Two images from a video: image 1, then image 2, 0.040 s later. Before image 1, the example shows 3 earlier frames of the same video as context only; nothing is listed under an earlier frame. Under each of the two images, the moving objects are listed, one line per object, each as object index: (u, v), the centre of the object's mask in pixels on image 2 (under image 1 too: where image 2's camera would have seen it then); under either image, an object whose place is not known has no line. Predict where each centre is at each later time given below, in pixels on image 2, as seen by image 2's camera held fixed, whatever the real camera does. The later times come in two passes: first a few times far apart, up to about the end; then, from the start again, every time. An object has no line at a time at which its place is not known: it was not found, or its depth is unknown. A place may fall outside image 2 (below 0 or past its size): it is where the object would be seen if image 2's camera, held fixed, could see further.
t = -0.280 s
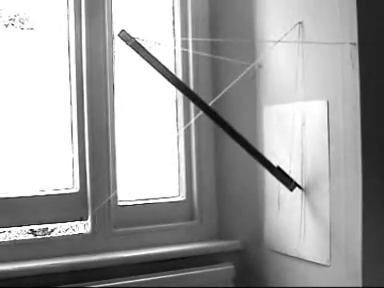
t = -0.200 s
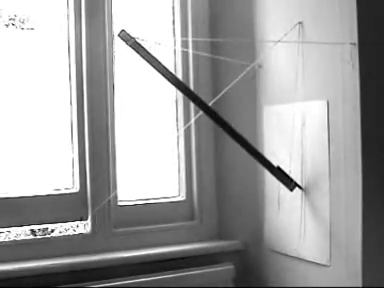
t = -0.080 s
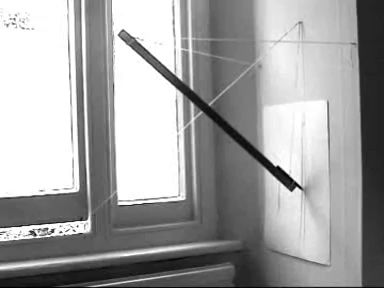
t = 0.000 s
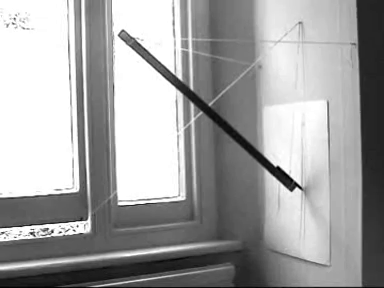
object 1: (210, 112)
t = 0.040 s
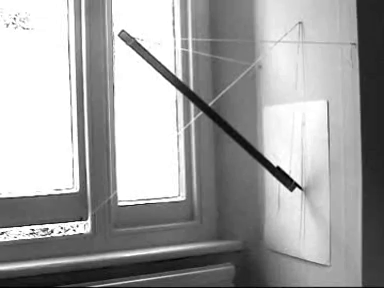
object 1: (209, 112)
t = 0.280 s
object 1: (209, 112)
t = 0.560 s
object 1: (210, 112)
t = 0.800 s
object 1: (210, 112)
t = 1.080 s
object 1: (209, 112)
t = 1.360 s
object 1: (209, 113)
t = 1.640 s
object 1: (210, 113)
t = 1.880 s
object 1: (209, 112)
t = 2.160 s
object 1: (210, 113)
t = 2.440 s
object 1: (210, 113)
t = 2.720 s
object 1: (211, 91)
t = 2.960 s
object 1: (219, 81)
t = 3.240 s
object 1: (219, 81)
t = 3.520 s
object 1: (219, 81)
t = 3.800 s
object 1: (218, 81)
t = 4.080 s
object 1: (218, 80)
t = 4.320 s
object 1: (218, 80)
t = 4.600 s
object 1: (217, 81)
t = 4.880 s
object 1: (210, 91)
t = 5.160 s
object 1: (211, 92)
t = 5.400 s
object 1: (210, 92)
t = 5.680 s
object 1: (211, 92)
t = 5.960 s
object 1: (211, 92)
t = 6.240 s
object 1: (211, 92)
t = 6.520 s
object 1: (211, 92)
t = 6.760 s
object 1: (211, 91)
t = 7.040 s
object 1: (211, 91)
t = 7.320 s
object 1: (211, 91)
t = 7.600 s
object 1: (211, 91)
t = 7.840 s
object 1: (211, 91)
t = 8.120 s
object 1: (211, 91)
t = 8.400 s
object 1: (211, 95)
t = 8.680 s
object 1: (210, 125)
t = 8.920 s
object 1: (211, 141)
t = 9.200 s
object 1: (211, 144)
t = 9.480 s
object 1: (210, 144)
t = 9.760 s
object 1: (210, 144)
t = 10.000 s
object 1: (210, 144)
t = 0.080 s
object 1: (210, 112)
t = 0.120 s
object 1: (209, 112)
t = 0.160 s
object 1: (209, 112)
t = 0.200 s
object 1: (210, 112)
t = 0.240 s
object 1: (209, 112)
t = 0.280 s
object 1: (209, 112)
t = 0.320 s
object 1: (209, 112)
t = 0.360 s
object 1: (209, 112)
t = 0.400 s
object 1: (209, 112)
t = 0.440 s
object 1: (210, 112)
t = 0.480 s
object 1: (210, 112)
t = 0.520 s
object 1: (210, 112)
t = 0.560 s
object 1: (210, 112)
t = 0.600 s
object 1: (209, 112)
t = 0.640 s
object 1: (210, 112)
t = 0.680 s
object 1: (210, 112)
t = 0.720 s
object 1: (210, 112)
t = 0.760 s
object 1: (210, 112)
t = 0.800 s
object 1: (210, 112)
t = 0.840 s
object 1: (210, 113)
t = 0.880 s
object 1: (210, 113)
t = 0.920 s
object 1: (210, 113)
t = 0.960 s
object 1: (209, 112)
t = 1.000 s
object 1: (209, 112)
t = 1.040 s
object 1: (209, 112)
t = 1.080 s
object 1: (209, 112)
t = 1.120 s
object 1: (209, 112)
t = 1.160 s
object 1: (209, 112)
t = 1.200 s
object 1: (209, 112)
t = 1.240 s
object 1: (209, 112)
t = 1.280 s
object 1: (209, 112)
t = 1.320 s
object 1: (209, 112)
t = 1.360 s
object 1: (209, 113)
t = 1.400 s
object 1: (209, 112)
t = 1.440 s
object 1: (209, 112)
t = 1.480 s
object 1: (209, 113)
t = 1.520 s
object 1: (210, 113)
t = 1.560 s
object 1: (209, 113)
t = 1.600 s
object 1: (210, 113)
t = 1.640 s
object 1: (210, 113)
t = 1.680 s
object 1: (209, 112)
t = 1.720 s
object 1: (209, 112)
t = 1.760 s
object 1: (209, 113)
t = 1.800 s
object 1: (209, 112)
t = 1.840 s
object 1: (209, 113)
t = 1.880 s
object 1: (209, 112)
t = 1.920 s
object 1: (210, 113)
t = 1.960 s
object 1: (210, 113)
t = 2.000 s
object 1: (210, 113)
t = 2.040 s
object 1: (210, 113)
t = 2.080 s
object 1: (210, 113)
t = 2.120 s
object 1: (210, 113)
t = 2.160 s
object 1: (210, 113)
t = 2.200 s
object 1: (210, 113)
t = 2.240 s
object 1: (210, 113)
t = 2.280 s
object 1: (210, 113)
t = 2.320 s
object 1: (210, 113)
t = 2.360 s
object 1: (210, 113)
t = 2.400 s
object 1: (210, 113)
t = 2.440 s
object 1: (210, 113)
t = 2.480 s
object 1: (210, 112)
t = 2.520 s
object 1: (209, 112)
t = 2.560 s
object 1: (210, 110)
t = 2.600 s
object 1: (210, 106)
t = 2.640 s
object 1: (210, 101)
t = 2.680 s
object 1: (211, 97)
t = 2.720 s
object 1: (211, 91)
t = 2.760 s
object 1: (212, 86)
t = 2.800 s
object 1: (215, 84)
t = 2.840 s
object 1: (217, 82)
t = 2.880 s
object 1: (219, 81)
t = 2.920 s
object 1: (219, 81)
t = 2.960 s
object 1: (219, 81)
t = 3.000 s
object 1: (219, 81)
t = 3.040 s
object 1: (219, 81)
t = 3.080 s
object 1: (219, 81)
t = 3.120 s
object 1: (219, 81)
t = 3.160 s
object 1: (219, 81)
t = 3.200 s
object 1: (219, 81)
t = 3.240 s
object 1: (219, 81)
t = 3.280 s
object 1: (218, 81)
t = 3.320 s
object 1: (219, 81)
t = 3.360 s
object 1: (219, 81)
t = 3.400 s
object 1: (219, 81)
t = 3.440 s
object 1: (219, 81)
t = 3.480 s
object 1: (218, 81)
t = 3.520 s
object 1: (219, 81)
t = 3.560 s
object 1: (219, 81)
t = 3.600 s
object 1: (219, 81)
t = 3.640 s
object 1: (219, 81)
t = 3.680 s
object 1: (219, 81)
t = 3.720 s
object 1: (219, 81)
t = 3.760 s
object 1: (219, 81)
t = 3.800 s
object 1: (218, 81)
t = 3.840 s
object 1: (218, 80)
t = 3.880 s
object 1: (218, 80)
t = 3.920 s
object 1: (218, 80)
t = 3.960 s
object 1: (218, 80)
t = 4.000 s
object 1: (218, 81)
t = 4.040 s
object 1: (218, 80)
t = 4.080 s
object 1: (218, 80)
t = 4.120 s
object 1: (218, 80)
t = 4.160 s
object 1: (218, 80)
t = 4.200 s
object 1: (218, 80)
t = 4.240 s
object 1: (218, 80)
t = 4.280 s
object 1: (218, 81)
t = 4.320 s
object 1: (218, 80)
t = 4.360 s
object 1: (218, 81)
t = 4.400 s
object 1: (218, 81)
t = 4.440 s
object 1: (218, 81)
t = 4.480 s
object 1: (219, 81)
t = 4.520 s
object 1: (219, 81)
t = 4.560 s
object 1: (218, 81)
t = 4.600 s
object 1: (217, 81)
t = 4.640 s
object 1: (216, 82)
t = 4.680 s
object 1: (214, 83)
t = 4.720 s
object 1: (213, 85)
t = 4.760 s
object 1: (211, 86)
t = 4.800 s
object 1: (211, 89)
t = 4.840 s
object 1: (211, 90)
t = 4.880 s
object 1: (210, 91)
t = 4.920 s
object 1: (211, 92)
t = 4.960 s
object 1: (211, 92)
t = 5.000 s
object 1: (211, 92)
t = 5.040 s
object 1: (210, 92)
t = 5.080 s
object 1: (211, 92)
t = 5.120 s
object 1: (211, 92)
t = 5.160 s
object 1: (211, 92)
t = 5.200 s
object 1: (211, 92)
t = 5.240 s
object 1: (211, 92)
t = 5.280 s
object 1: (211, 92)
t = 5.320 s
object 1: (211, 92)
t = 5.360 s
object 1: (211, 92)
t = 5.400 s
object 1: (210, 92)
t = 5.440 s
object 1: (210, 92)
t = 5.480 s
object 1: (210, 92)
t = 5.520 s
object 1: (211, 92)
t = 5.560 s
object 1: (210, 92)
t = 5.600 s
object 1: (211, 92)
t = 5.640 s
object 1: (211, 92)
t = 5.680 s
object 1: (211, 92)
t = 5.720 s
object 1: (210, 92)
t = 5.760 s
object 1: (210, 92)
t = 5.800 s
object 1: (210, 92)
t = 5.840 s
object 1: (211, 92)
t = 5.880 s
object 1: (210, 92)
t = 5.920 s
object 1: (211, 92)
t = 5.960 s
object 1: (211, 92)
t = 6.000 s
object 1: (211, 92)
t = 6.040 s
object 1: (210, 92)
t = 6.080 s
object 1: (211, 92)
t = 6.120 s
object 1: (211, 92)
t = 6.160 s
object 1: (211, 92)
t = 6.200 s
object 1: (211, 92)
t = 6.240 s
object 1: (211, 92)
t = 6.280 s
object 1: (211, 92)
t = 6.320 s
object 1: (210, 92)
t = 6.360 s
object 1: (211, 92)
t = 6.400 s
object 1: (211, 92)
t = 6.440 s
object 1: (211, 92)
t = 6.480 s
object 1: (211, 92)
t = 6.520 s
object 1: (211, 92)
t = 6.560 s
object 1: (211, 92)
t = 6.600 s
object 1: (211, 92)
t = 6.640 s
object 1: (211, 92)
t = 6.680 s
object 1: (211, 92)
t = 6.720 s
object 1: (211, 91)
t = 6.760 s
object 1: (211, 91)
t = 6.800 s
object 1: (211, 91)
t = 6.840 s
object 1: (211, 91)
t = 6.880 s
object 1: (211, 91)
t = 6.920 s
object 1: (211, 91)
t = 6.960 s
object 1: (211, 91)
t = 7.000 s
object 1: (211, 91)
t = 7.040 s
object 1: (211, 91)
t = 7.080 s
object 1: (211, 91)
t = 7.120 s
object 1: (211, 91)
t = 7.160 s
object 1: (211, 91)
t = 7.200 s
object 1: (211, 91)
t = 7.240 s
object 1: (211, 91)
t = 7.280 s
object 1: (211, 91)
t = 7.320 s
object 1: (211, 91)
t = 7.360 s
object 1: (210, 91)
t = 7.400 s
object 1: (210, 91)
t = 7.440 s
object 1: (210, 91)
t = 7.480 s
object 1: (210, 91)
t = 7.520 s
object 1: (210, 91)
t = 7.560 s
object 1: (210, 91)
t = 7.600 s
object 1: (211, 91)
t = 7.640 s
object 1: (211, 91)
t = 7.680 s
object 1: (211, 91)
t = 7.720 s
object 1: (211, 91)
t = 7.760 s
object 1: (211, 91)
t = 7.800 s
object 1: (211, 91)
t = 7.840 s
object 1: (211, 91)
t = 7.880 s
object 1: (211, 91)
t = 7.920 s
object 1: (211, 91)
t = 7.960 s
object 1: (211, 91)
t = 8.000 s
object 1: (211, 91)
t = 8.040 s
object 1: (211, 91)
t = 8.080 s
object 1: (211, 91)
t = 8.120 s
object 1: (211, 91)
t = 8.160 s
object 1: (211, 91)
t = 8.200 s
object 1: (211, 91)
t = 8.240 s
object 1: (211, 91)
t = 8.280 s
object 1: (211, 91)
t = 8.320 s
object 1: (211, 92)
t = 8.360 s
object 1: (211, 93)
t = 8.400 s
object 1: (211, 95)
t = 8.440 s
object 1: (210, 97)
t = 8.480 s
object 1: (210, 101)
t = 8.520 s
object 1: (210, 105)
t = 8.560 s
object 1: (210, 111)
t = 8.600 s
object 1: (210, 115)
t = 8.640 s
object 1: (210, 121)
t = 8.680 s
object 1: (210, 125)
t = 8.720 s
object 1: (210, 129)
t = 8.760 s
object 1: (210, 132)
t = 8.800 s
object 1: (210, 134)
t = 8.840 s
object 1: (210, 136)
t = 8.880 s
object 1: (210, 139)
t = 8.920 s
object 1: (211, 141)
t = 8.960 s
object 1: (210, 142)
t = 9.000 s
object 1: (210, 143)
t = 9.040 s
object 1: (210, 144)
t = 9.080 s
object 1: (210, 144)
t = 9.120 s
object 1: (210, 144)
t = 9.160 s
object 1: (210, 144)
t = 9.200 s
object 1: (211, 144)
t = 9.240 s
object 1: (211, 144)
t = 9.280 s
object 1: (211, 144)
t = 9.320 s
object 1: (210, 144)
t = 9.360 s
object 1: (210, 144)
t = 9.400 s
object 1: (211, 144)
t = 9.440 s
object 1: (211, 144)
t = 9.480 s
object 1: (210, 144)
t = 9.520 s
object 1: (210, 144)
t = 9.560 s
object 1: (210, 144)
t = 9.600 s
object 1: (210, 144)
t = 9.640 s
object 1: (210, 144)
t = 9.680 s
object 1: (210, 144)
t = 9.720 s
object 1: (210, 144)
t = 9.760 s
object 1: (210, 144)
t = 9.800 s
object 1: (210, 144)
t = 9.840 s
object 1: (210, 144)
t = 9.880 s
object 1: (210, 144)
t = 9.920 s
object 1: (210, 144)
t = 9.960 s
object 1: (210, 144)
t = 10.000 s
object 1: (210, 144)
